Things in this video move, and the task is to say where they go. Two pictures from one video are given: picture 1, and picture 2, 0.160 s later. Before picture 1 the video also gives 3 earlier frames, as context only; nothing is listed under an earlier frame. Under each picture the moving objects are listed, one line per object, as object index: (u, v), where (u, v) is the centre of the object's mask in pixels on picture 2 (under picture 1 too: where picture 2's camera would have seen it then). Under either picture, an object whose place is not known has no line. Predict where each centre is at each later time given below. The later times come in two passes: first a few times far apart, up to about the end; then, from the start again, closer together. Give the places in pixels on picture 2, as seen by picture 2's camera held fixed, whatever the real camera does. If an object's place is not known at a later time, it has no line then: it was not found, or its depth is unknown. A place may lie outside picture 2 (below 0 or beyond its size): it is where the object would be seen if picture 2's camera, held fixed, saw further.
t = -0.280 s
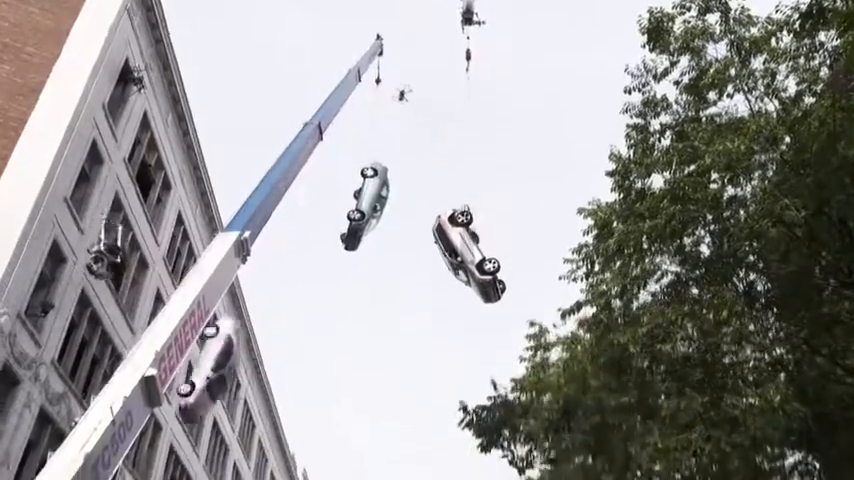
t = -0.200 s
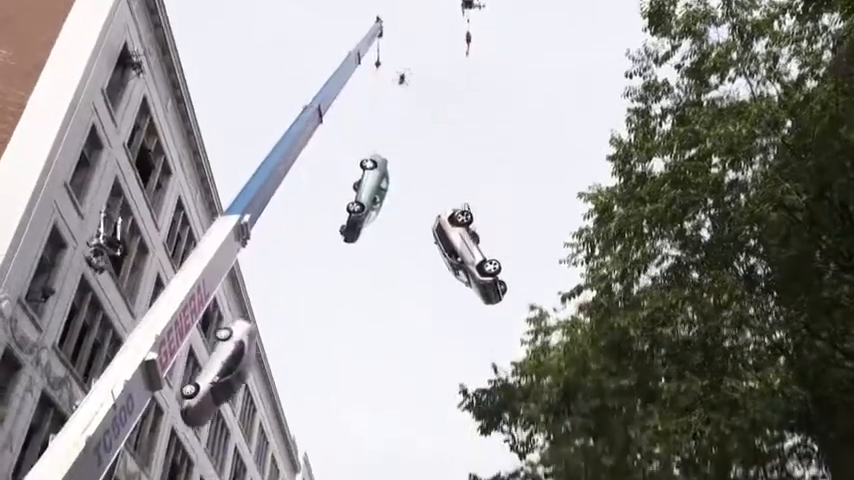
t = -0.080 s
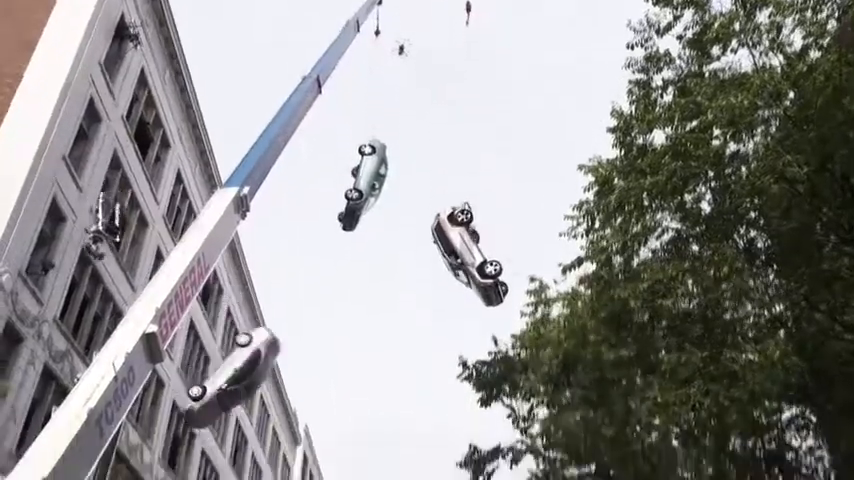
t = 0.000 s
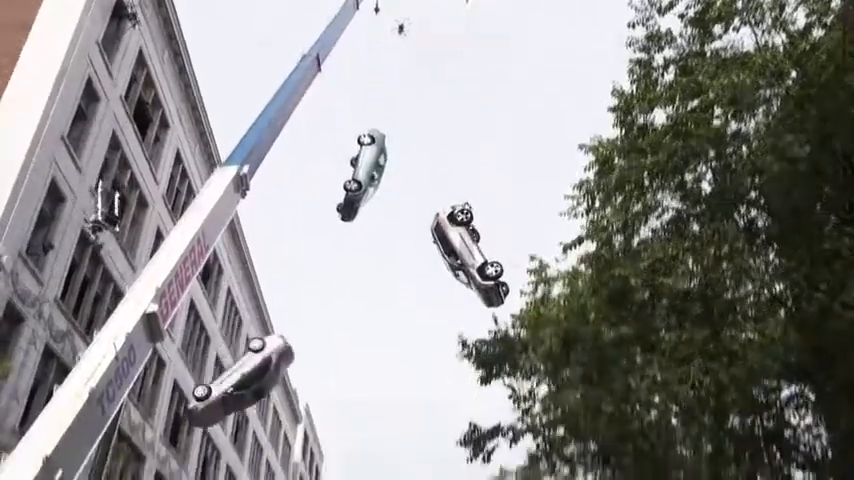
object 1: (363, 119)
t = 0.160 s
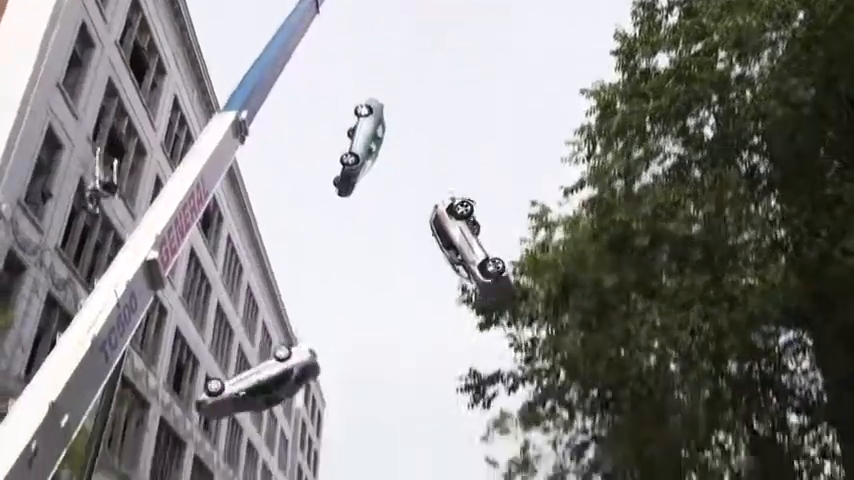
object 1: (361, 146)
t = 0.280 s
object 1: (359, 169)
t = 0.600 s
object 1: (352, 250)
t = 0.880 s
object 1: (344, 356)
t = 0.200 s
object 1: (361, 154)
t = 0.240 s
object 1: (360, 161)
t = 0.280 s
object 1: (359, 169)
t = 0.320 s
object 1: (359, 179)
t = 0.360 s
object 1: (358, 188)
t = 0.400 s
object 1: (357, 198)
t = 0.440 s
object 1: (356, 207)
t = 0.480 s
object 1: (355, 218)
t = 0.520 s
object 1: (354, 229)
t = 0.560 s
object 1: (353, 240)
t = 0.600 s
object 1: (352, 250)
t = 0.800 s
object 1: (347, 321)
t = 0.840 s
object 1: (345, 338)
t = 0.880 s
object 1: (344, 356)
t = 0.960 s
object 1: (340, 394)
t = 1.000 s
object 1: (339, 412)
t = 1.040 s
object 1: (337, 434)
